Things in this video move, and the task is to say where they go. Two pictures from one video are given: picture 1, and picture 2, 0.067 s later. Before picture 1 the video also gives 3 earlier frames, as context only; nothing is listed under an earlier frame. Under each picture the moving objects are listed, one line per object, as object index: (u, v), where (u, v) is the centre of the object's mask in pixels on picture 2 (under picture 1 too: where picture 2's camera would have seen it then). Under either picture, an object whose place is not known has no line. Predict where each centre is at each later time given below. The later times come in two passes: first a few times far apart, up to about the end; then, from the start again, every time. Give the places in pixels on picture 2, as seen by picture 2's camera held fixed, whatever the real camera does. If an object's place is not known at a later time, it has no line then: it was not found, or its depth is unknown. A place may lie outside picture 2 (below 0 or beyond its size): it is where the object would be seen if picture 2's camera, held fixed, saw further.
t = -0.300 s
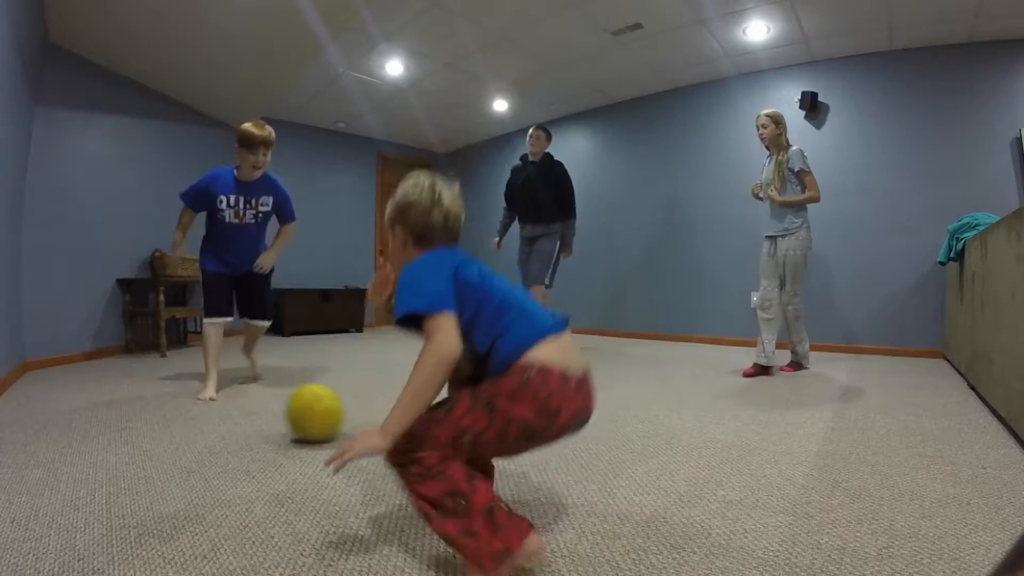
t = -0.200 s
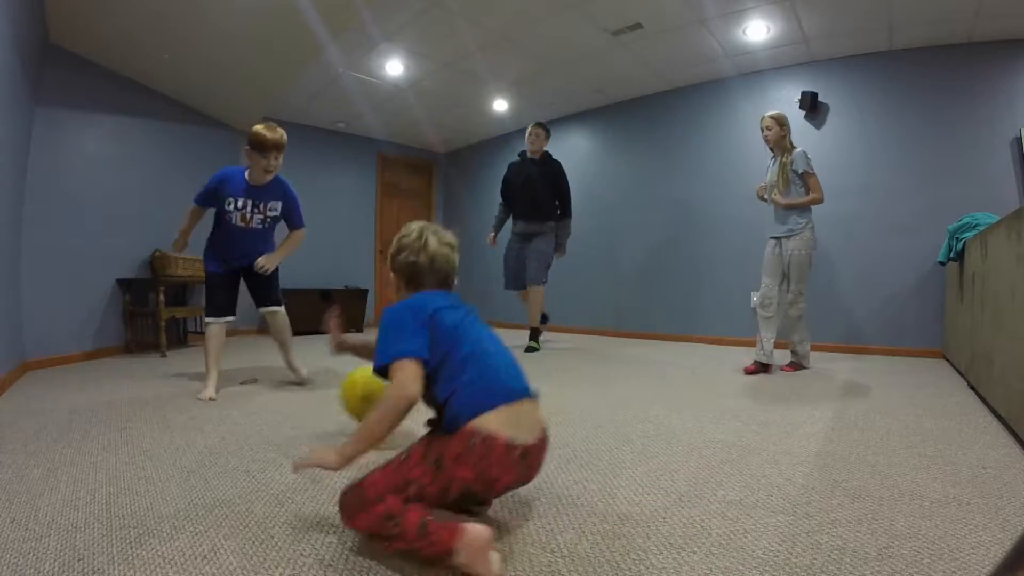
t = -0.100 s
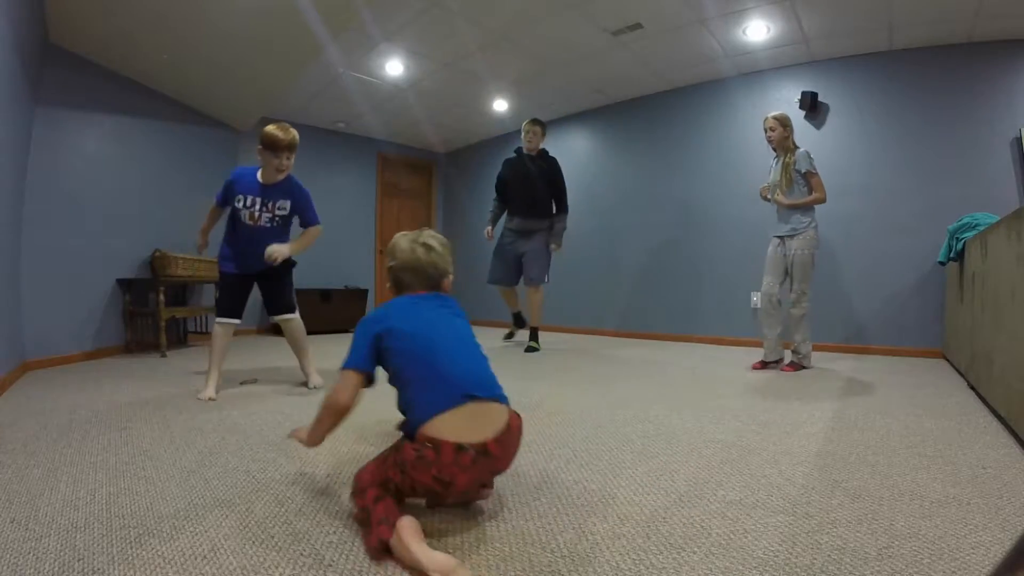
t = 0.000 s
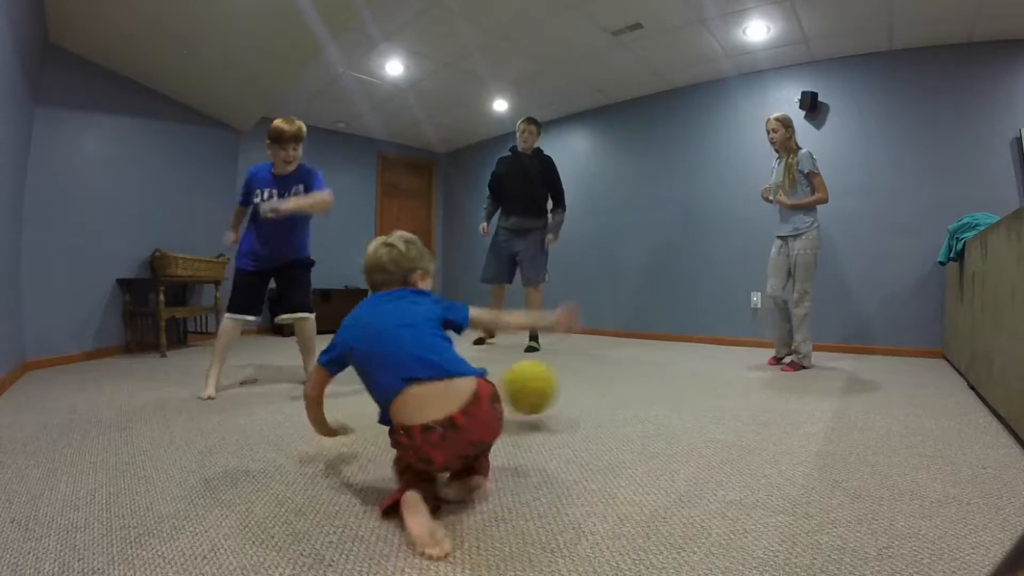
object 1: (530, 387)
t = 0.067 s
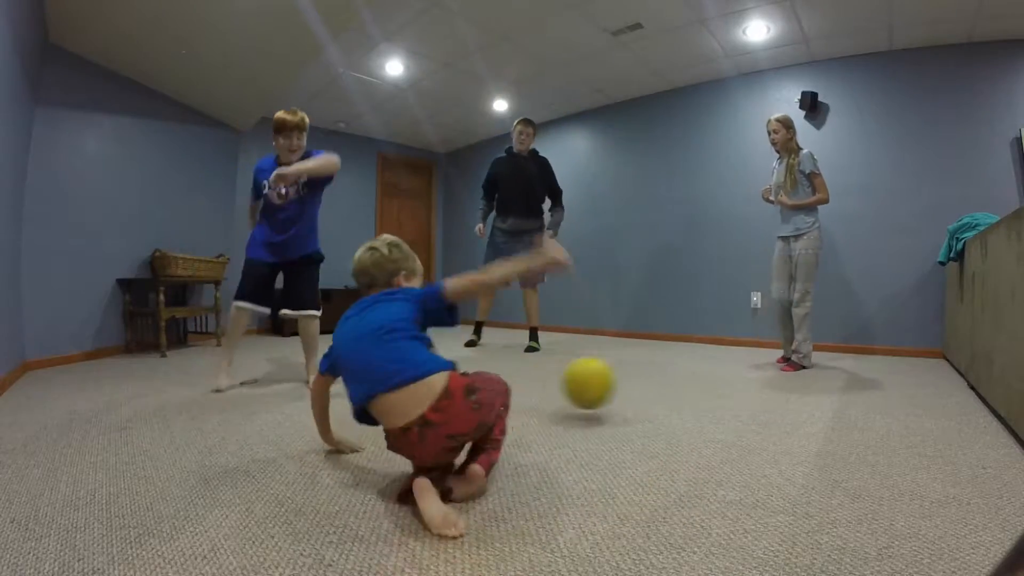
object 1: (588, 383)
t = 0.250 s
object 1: (722, 376)
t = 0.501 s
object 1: (842, 368)
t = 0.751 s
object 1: (916, 355)
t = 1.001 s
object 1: (921, 332)
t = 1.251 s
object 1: (892, 347)
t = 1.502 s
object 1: (875, 351)
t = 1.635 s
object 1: (865, 349)
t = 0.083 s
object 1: (602, 384)
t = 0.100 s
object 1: (616, 384)
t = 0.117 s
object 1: (629, 388)
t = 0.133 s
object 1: (641, 390)
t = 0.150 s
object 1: (654, 390)
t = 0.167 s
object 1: (666, 388)
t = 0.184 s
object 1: (678, 384)
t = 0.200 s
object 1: (690, 380)
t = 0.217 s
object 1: (701, 378)
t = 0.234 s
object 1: (712, 377)
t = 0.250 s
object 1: (722, 376)
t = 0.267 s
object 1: (732, 376)
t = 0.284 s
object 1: (742, 377)
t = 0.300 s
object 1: (752, 378)
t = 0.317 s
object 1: (761, 380)
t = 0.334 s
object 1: (769, 378)
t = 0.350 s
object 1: (779, 375)
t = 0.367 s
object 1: (787, 372)
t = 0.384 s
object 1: (794, 369)
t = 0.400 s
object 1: (802, 368)
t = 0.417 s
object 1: (808, 367)
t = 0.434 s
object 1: (816, 367)
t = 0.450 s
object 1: (823, 368)
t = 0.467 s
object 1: (829, 369)
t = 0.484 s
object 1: (836, 370)
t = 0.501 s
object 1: (842, 368)
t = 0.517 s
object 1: (849, 366)
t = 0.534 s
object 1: (854, 364)
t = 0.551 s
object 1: (860, 363)
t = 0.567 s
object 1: (865, 362)
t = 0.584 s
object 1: (870, 361)
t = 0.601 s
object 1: (875, 362)
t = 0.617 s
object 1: (880, 361)
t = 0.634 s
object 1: (885, 362)
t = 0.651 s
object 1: (890, 360)
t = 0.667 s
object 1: (895, 358)
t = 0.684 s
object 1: (899, 357)
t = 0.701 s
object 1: (903, 356)
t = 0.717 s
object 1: (907, 356)
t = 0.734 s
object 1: (912, 356)
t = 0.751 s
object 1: (916, 355)
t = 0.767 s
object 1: (919, 355)
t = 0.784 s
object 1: (923, 354)
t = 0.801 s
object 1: (927, 353)
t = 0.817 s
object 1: (931, 353)
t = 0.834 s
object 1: (935, 353)
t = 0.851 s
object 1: (937, 352)
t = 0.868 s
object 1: (938, 350)
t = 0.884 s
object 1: (936, 345)
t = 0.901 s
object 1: (935, 344)
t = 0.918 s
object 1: (934, 342)
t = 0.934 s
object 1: (932, 340)
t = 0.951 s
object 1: (929, 337)
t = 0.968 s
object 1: (925, 332)
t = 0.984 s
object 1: (924, 332)
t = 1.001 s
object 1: (921, 332)
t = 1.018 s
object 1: (919, 331)
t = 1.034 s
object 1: (917, 330)
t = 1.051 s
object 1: (915, 330)
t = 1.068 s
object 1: (914, 330)
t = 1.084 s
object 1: (911, 330)
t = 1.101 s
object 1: (909, 331)
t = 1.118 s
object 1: (907, 332)
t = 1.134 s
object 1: (905, 333)
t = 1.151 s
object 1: (903, 335)
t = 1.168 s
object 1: (901, 338)
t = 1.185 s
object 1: (899, 340)
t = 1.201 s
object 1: (897, 345)
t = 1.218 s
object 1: (894, 349)
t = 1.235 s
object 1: (893, 349)
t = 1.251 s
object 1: (892, 347)
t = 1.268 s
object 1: (891, 345)
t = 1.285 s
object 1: (890, 343)
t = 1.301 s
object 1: (890, 342)
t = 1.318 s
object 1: (888, 341)
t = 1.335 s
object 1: (887, 340)
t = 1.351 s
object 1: (887, 340)
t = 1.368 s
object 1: (885, 340)
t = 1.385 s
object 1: (884, 340)
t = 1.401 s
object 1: (883, 341)
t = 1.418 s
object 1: (881, 343)
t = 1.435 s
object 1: (880, 344)
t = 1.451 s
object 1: (879, 347)
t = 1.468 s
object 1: (877, 351)
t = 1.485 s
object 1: (876, 352)
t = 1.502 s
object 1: (875, 351)
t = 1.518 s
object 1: (874, 350)
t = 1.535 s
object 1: (873, 348)
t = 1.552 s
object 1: (872, 347)
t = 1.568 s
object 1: (871, 346)
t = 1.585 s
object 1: (869, 346)
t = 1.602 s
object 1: (868, 347)
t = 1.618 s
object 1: (867, 347)
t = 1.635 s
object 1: (865, 349)
